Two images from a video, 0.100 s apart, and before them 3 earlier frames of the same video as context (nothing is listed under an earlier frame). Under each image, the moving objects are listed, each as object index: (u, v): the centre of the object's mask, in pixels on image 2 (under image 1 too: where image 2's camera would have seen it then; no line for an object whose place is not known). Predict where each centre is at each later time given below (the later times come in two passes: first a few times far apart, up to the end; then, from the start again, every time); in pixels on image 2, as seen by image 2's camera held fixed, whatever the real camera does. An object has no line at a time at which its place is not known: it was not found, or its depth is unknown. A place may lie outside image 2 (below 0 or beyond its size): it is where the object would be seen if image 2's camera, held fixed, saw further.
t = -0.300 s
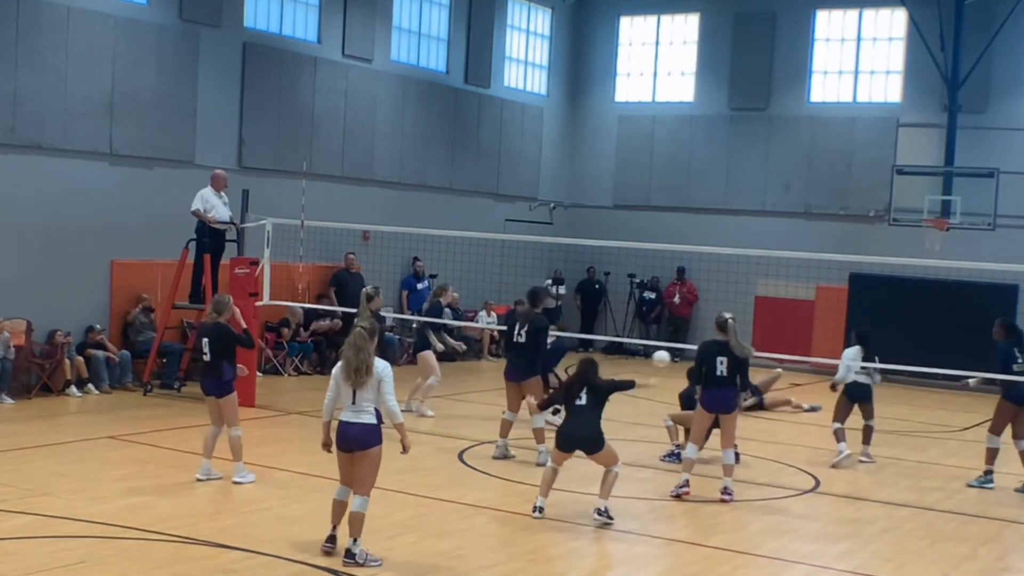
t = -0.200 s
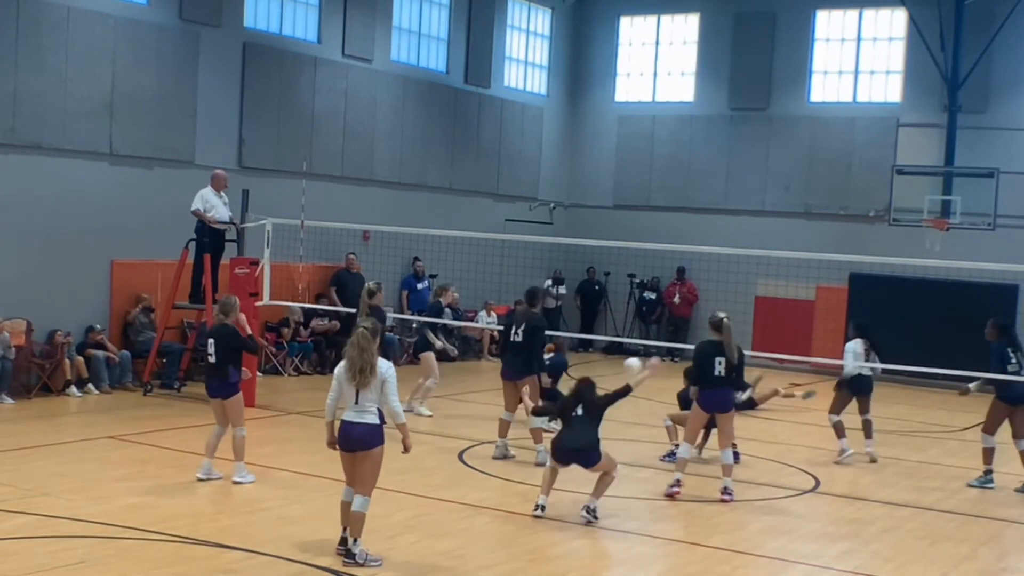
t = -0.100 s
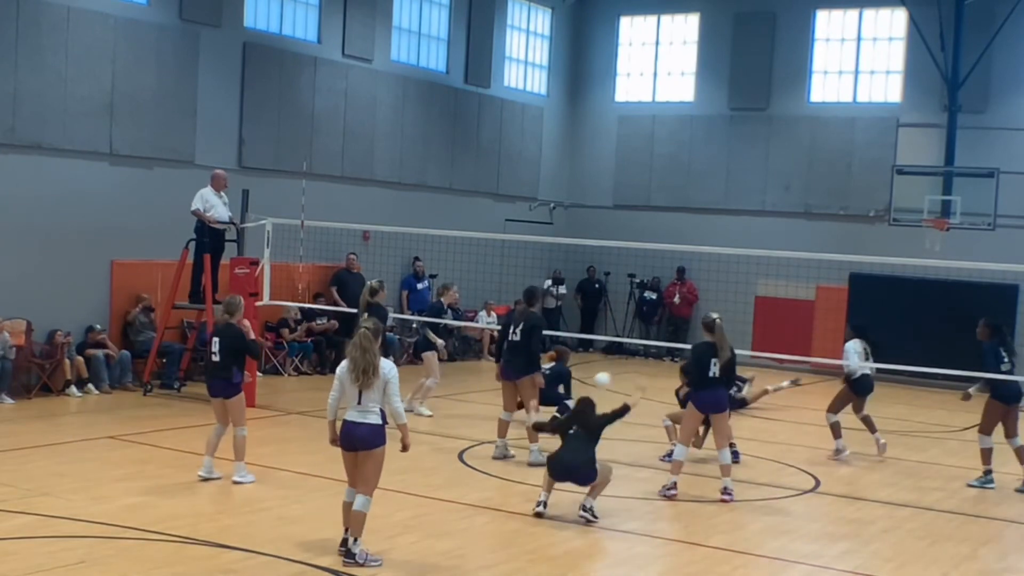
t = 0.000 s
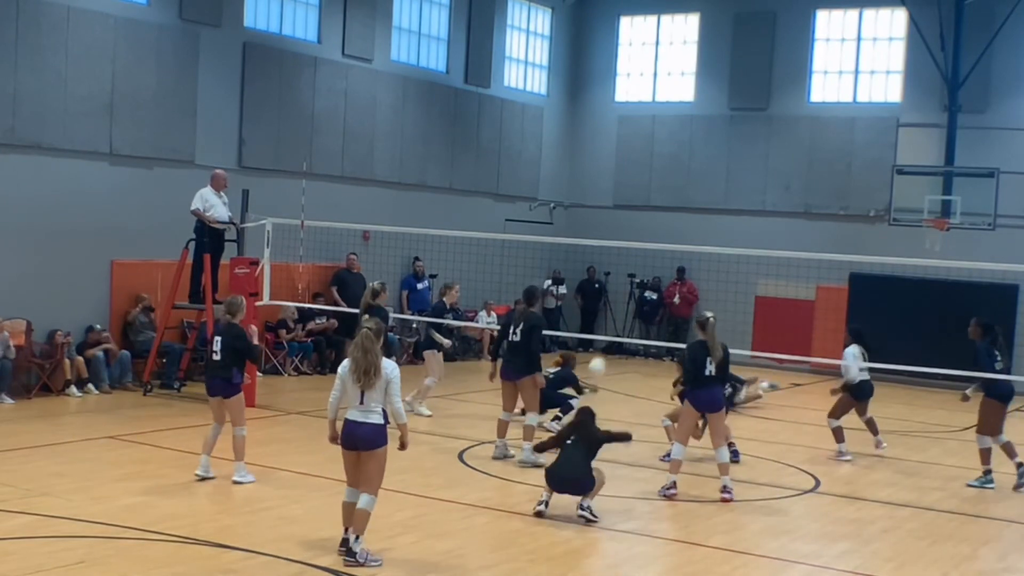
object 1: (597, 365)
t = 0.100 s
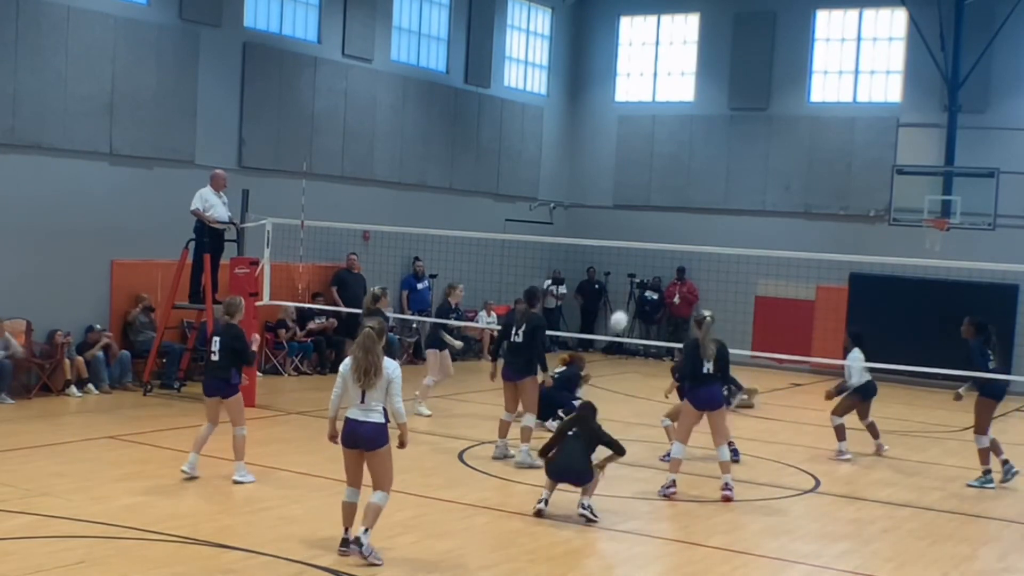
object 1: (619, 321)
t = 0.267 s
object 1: (655, 259)
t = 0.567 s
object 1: (717, 202)
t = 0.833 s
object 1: (769, 217)
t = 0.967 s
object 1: (793, 245)
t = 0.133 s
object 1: (626, 307)
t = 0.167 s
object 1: (633, 293)
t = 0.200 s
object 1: (641, 281)
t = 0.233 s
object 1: (648, 269)
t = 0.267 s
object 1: (655, 259)
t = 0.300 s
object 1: (663, 248)
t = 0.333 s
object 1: (669, 238)
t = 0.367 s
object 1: (676, 232)
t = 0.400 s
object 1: (683, 225)
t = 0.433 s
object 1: (690, 218)
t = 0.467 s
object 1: (697, 213)
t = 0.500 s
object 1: (703, 208)
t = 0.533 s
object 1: (710, 205)
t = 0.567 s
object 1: (717, 202)
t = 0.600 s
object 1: (724, 200)
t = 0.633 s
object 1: (730, 200)
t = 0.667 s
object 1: (736, 200)
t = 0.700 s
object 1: (743, 202)
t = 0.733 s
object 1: (749, 204)
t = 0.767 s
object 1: (756, 207)
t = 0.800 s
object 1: (762, 211)
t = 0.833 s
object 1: (769, 217)
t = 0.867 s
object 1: (775, 223)
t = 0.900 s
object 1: (781, 230)
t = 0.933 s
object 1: (787, 238)
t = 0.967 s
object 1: (793, 245)
